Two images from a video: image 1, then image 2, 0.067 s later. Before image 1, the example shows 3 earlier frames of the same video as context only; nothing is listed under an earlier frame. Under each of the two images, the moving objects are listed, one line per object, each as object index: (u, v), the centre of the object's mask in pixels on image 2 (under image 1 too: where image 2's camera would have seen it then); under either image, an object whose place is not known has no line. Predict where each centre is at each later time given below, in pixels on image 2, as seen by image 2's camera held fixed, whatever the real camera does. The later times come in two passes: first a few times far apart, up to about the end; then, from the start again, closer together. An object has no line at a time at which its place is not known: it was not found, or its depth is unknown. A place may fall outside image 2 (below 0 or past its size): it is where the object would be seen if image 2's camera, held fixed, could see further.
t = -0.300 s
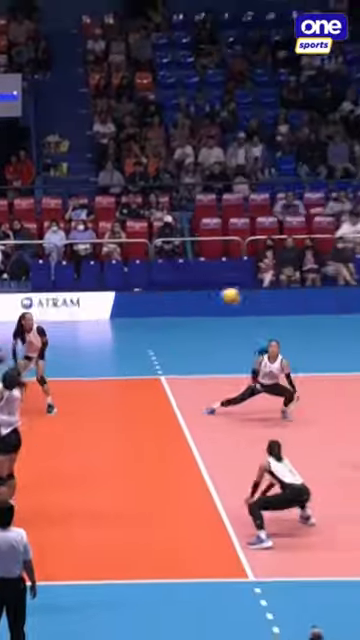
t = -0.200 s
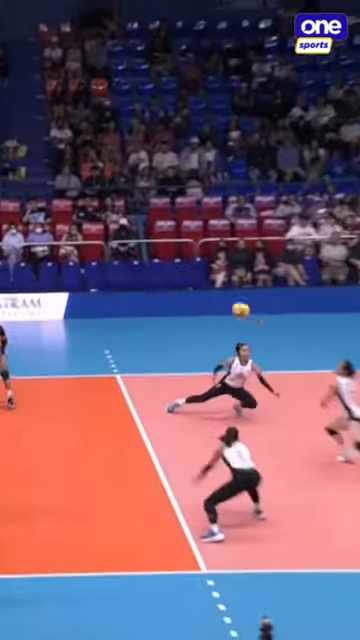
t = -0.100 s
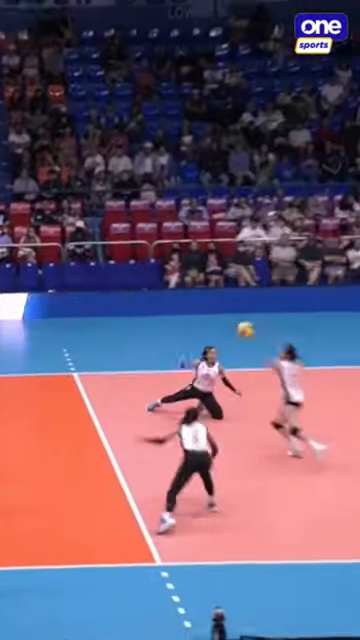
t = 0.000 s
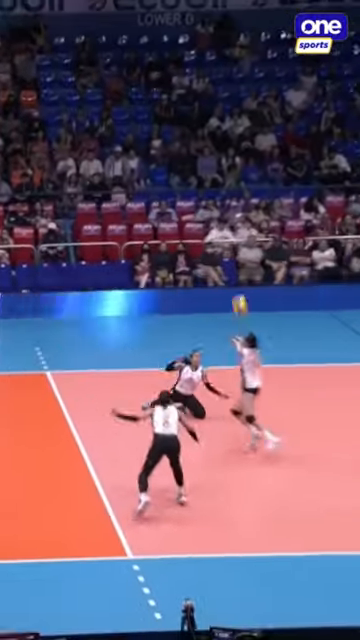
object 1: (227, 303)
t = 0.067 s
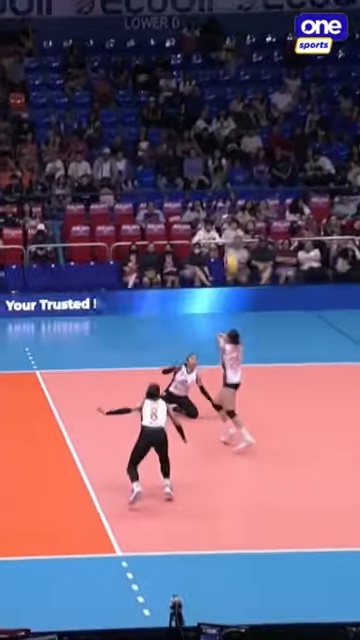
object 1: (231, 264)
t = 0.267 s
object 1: (246, 156)
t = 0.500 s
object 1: (264, 69)
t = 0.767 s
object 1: (284, 19)
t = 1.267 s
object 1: (314, 57)
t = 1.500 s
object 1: (323, 126)
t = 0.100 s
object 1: (235, 242)
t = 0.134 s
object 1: (237, 223)
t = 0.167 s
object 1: (239, 205)
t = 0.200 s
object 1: (241, 188)
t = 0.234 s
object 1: (244, 172)
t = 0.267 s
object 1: (246, 156)
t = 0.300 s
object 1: (248, 142)
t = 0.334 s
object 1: (251, 126)
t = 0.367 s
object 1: (254, 114)
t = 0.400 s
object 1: (257, 101)
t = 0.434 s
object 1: (259, 90)
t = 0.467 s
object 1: (262, 79)
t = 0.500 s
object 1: (264, 69)
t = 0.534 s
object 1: (267, 60)
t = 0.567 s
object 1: (269, 52)
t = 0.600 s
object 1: (272, 44)
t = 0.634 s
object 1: (274, 38)
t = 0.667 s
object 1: (277, 33)
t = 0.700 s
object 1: (279, 27)
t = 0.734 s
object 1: (282, 23)
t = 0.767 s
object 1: (284, 19)
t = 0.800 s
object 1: (286, 17)
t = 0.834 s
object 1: (289, 15)
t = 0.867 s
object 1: (291, 14)
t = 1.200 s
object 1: (311, 43)
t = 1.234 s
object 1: (312, 51)
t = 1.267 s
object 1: (314, 57)
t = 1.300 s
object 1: (315, 65)
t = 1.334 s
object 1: (317, 74)
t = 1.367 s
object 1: (318, 83)
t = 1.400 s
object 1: (319, 93)
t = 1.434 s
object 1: (321, 103)
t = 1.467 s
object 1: (322, 115)
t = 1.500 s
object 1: (323, 126)
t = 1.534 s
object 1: (324, 138)
